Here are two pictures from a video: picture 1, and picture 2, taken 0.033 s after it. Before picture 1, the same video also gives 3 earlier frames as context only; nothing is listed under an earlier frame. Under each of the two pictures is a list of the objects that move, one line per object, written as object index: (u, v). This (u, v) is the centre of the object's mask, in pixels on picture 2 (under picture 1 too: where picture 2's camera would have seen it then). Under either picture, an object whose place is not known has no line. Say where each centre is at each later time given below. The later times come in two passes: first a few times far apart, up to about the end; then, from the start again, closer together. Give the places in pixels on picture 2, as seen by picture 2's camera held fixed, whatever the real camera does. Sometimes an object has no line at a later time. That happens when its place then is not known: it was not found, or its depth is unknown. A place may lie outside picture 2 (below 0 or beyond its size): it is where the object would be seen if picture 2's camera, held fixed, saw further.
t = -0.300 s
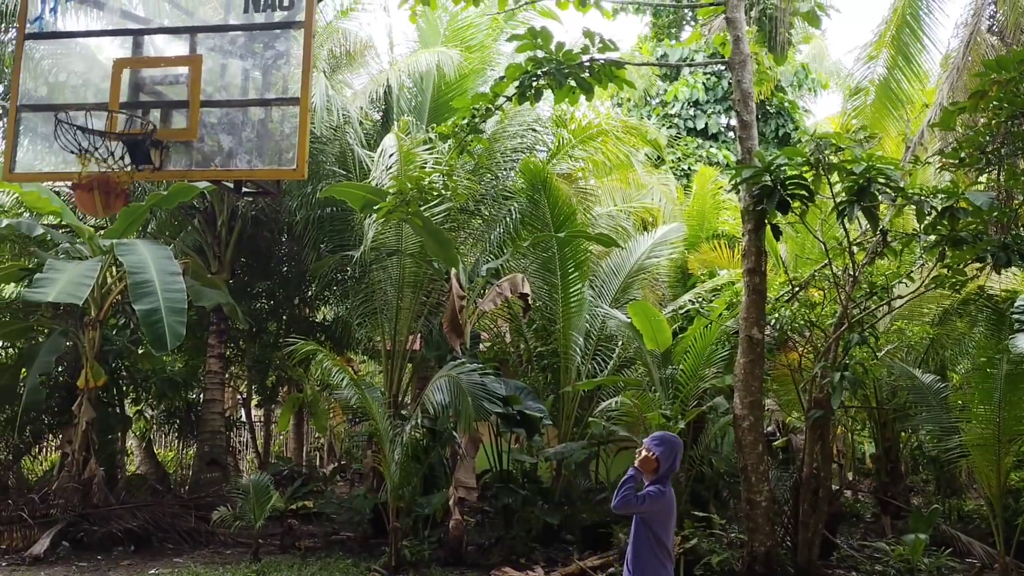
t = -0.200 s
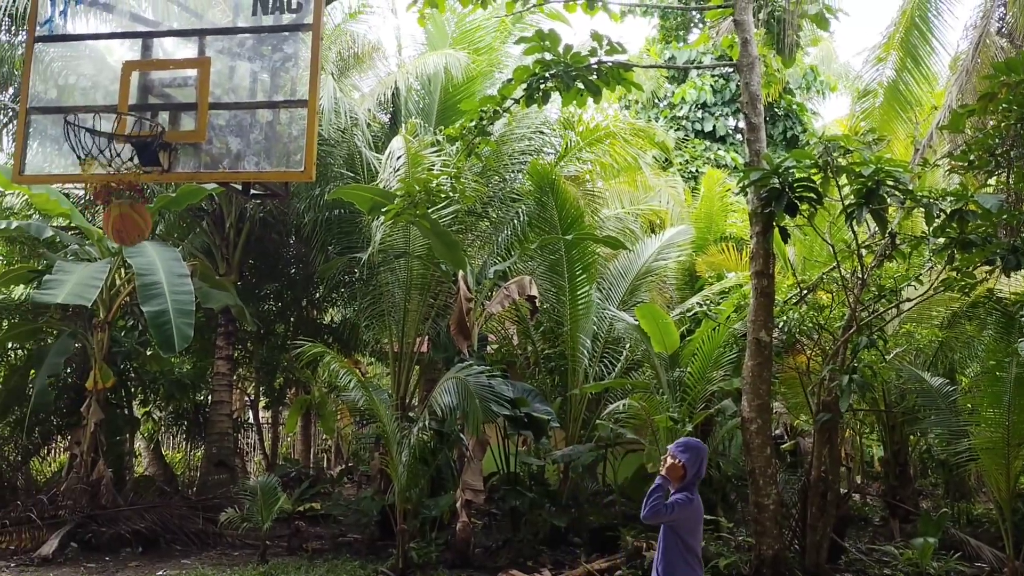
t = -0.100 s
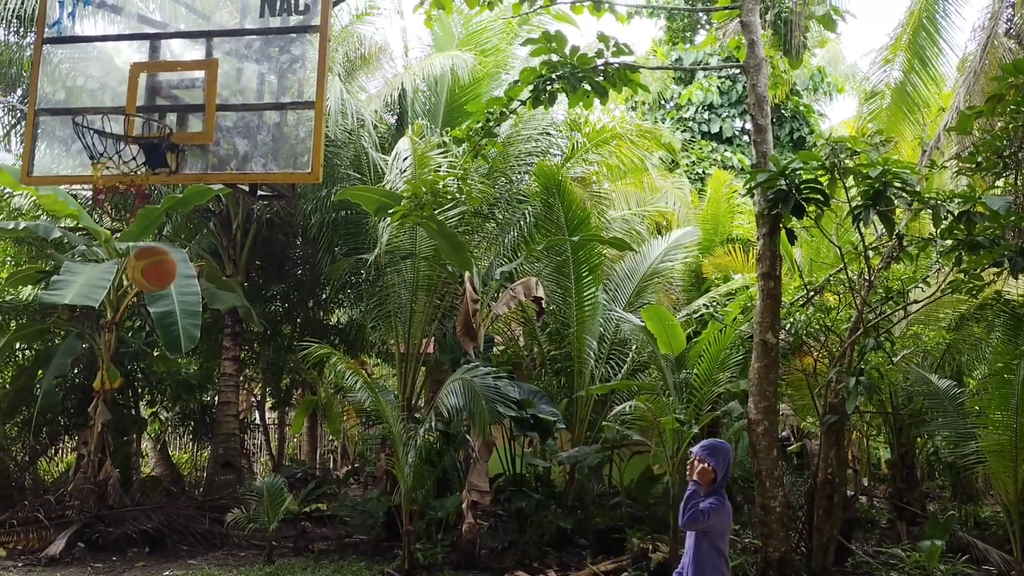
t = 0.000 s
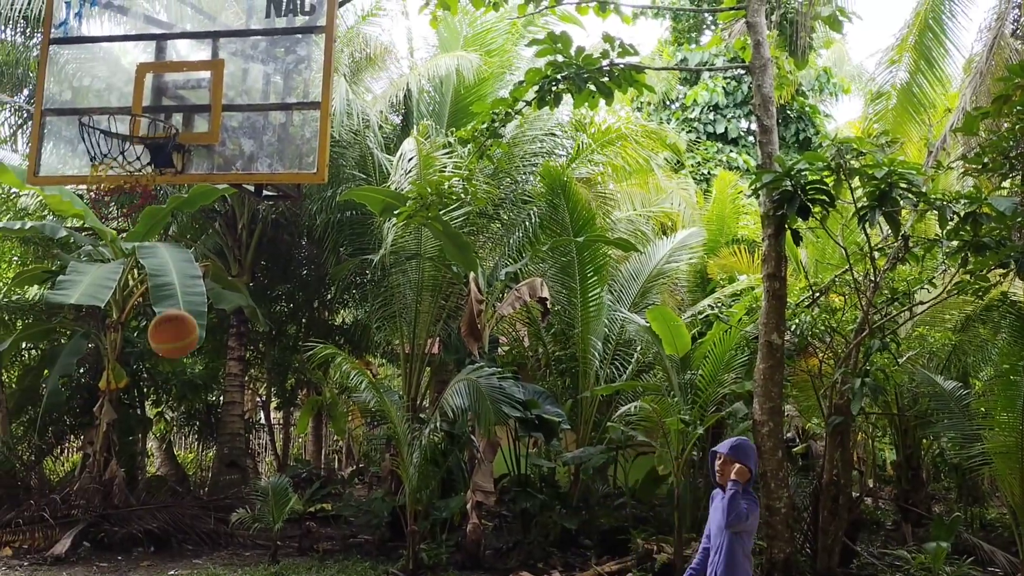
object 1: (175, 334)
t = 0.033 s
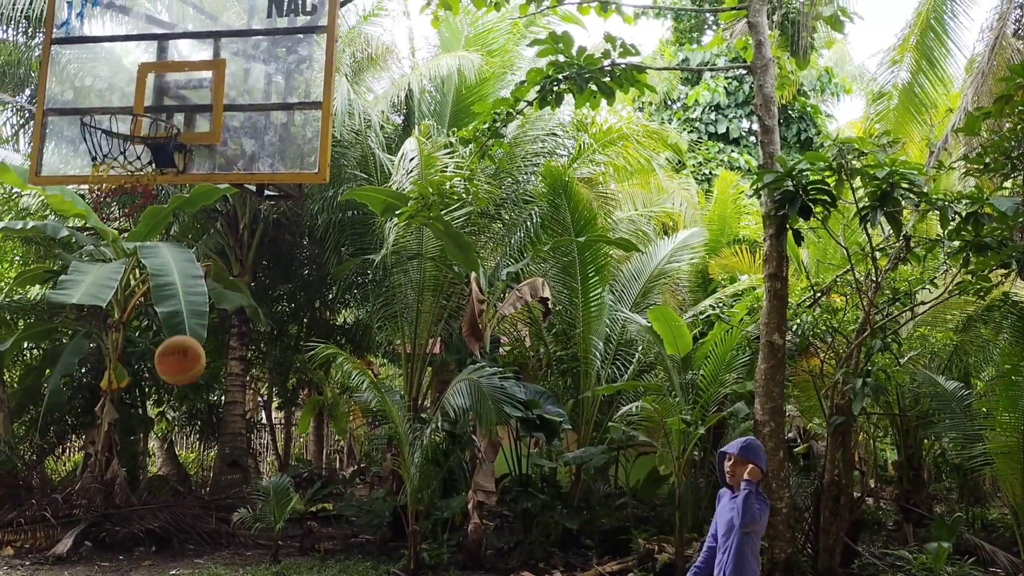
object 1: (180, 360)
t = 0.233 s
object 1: (204, 568)
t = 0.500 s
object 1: (262, 550)
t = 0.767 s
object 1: (327, 371)
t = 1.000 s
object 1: (377, 330)
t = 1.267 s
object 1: (430, 424)
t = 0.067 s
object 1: (185, 389)
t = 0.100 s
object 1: (190, 421)
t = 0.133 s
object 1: (194, 456)
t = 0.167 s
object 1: (198, 494)
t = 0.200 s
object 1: (202, 534)
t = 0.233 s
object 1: (204, 568)
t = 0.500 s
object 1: (262, 550)
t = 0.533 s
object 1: (271, 520)
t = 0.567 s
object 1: (280, 492)
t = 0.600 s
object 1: (288, 467)
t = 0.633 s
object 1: (296, 442)
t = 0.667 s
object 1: (304, 421)
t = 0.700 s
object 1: (312, 402)
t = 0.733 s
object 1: (319, 386)
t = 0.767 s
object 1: (327, 371)
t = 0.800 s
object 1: (335, 359)
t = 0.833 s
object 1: (342, 350)
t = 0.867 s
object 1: (349, 342)
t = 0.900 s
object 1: (356, 335)
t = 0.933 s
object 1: (363, 331)
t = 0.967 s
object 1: (370, 330)
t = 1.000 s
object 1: (377, 330)
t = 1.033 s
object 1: (383, 333)
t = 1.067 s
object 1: (390, 338)
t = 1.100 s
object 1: (397, 346)
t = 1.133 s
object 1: (403, 356)
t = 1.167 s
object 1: (410, 368)
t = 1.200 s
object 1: (416, 384)
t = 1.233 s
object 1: (424, 403)
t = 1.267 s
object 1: (430, 424)
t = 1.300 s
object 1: (436, 447)
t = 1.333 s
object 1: (442, 473)
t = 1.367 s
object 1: (448, 503)
